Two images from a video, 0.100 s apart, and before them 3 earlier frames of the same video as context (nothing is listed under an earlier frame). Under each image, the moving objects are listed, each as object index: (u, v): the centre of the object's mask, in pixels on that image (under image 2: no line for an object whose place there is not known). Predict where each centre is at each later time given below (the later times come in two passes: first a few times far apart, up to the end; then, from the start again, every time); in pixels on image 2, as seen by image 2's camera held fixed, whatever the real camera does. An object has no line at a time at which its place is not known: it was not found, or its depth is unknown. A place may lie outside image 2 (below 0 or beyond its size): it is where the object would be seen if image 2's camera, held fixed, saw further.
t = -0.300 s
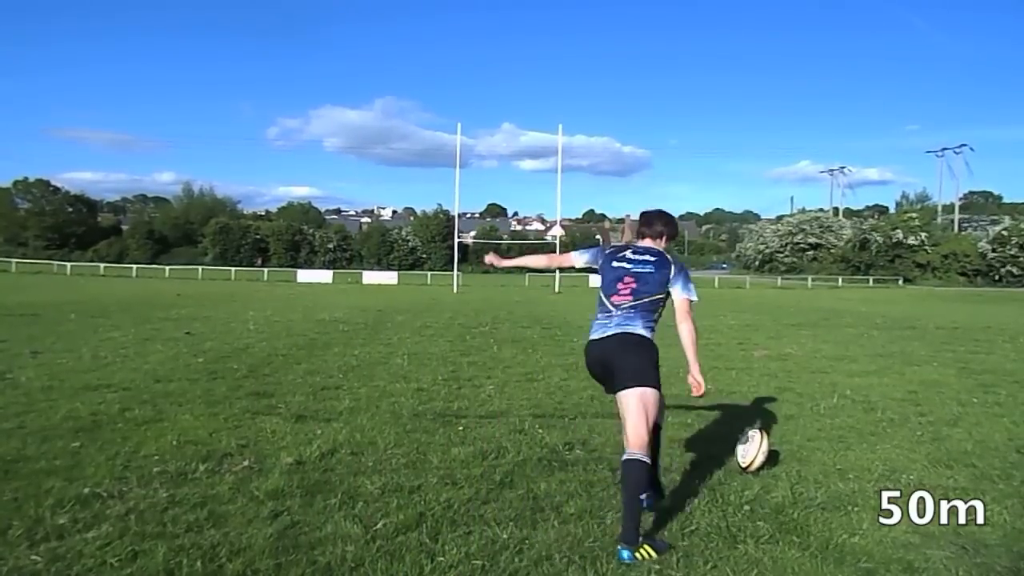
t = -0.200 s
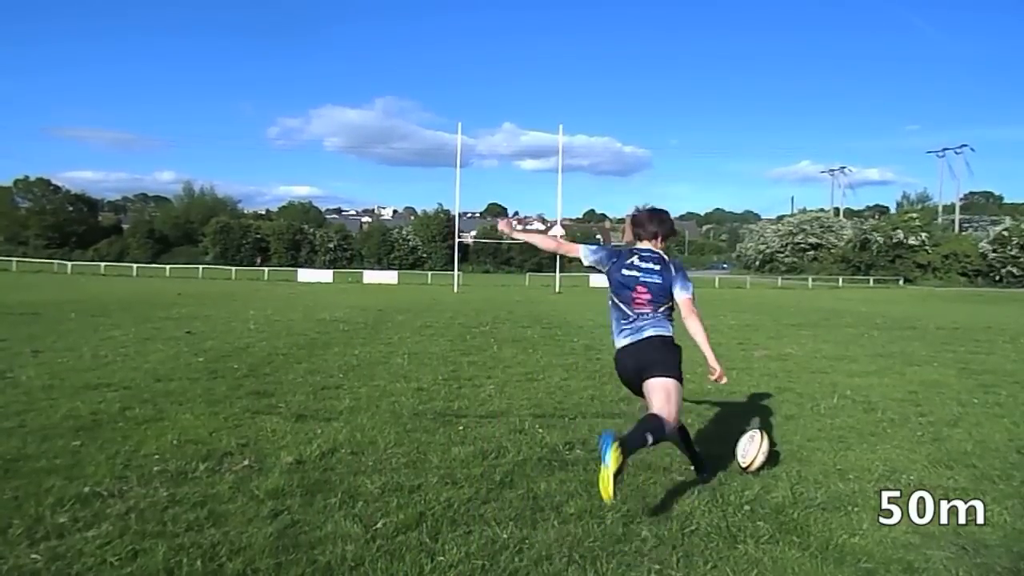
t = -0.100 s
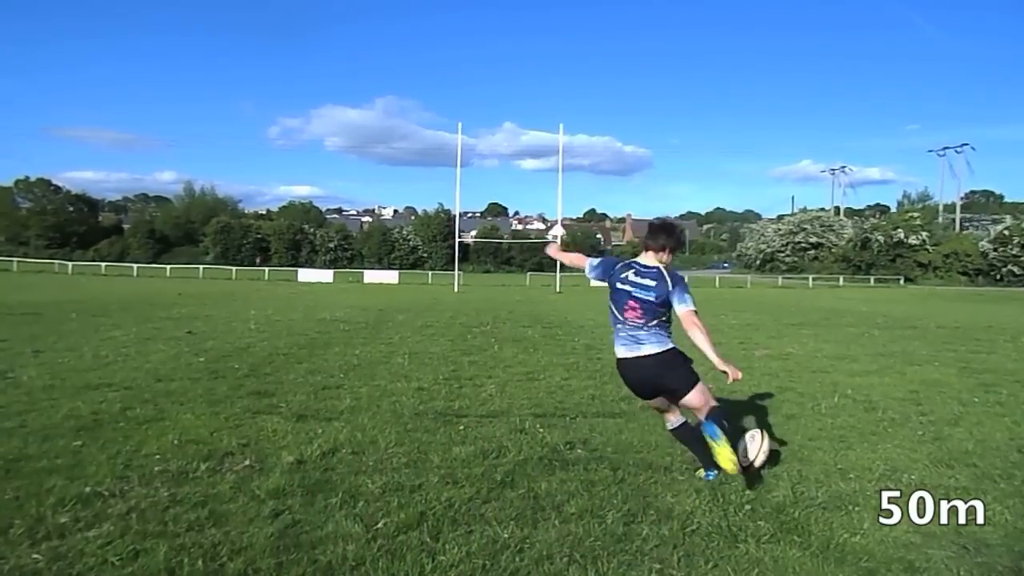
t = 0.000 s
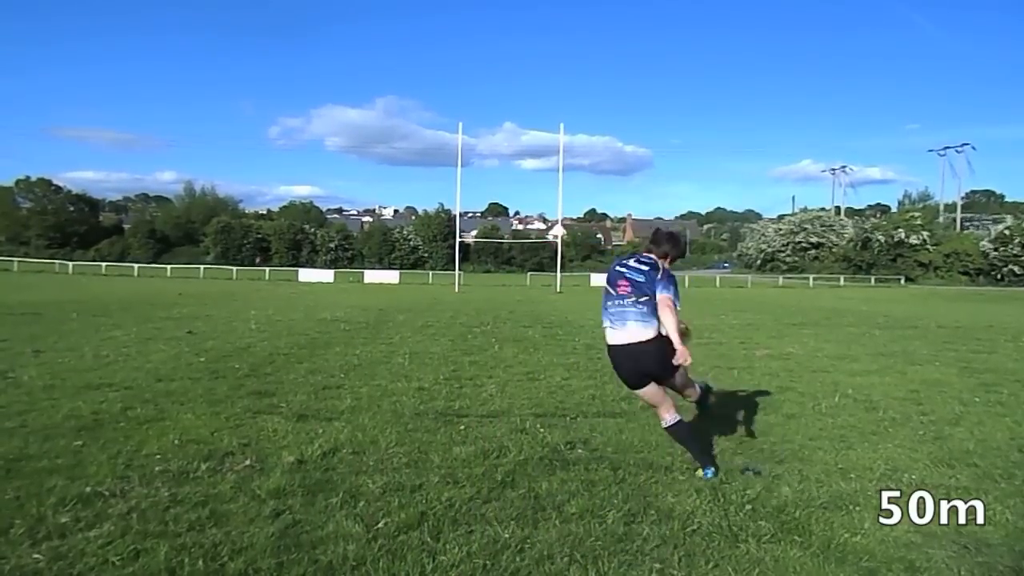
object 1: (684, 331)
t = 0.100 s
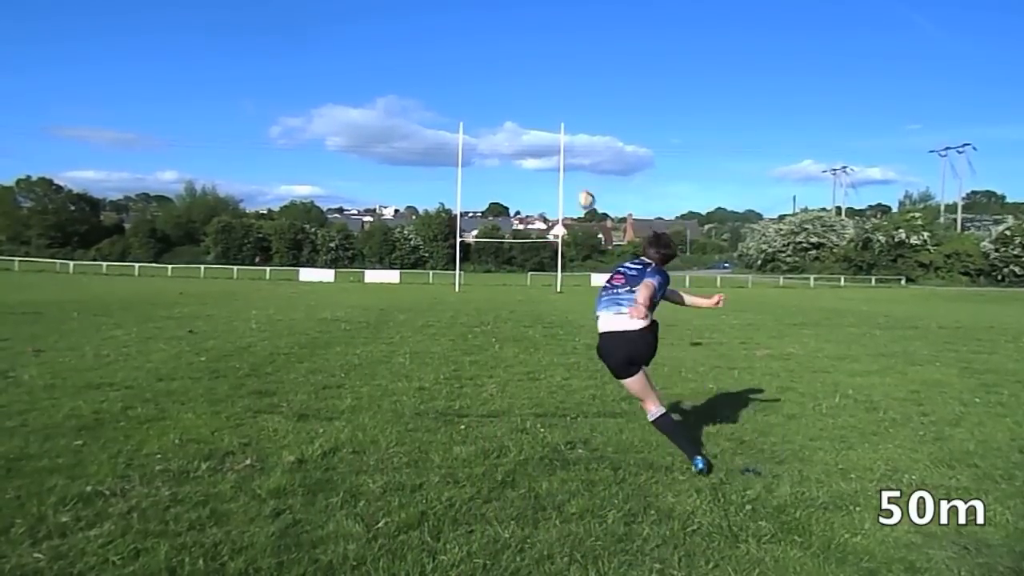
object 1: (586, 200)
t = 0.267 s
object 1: (524, 105)
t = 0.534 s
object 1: (491, 51)
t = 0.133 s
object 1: (569, 173)
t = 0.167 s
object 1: (554, 151)
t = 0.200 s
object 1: (543, 133)
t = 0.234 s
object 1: (533, 118)
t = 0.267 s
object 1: (524, 105)
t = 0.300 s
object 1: (517, 94)
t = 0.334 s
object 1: (512, 85)
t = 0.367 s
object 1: (507, 77)
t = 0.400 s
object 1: (503, 70)
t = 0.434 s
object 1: (499, 64)
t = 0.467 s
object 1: (496, 59)
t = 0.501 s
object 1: (494, 55)
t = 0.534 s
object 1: (491, 51)
